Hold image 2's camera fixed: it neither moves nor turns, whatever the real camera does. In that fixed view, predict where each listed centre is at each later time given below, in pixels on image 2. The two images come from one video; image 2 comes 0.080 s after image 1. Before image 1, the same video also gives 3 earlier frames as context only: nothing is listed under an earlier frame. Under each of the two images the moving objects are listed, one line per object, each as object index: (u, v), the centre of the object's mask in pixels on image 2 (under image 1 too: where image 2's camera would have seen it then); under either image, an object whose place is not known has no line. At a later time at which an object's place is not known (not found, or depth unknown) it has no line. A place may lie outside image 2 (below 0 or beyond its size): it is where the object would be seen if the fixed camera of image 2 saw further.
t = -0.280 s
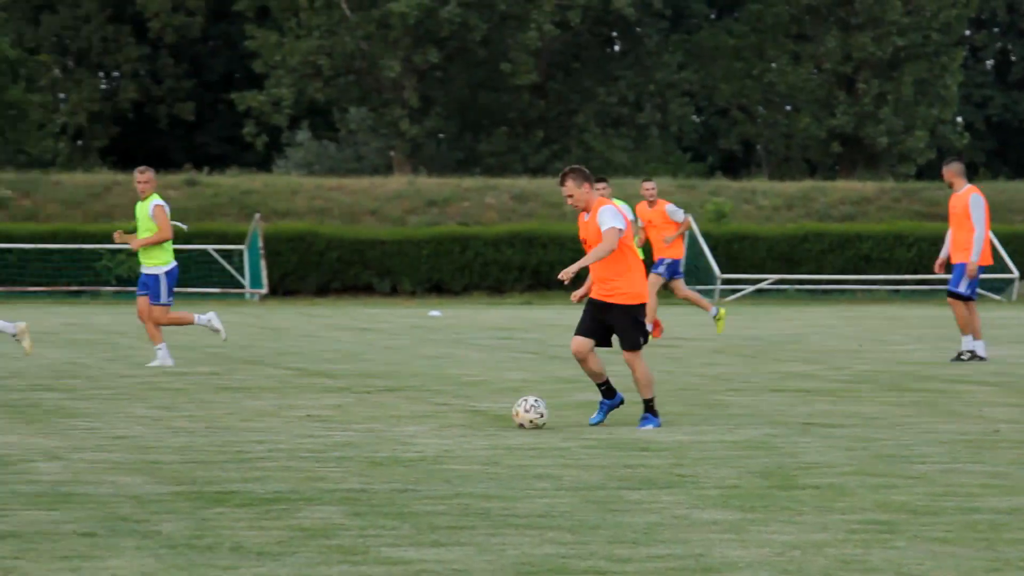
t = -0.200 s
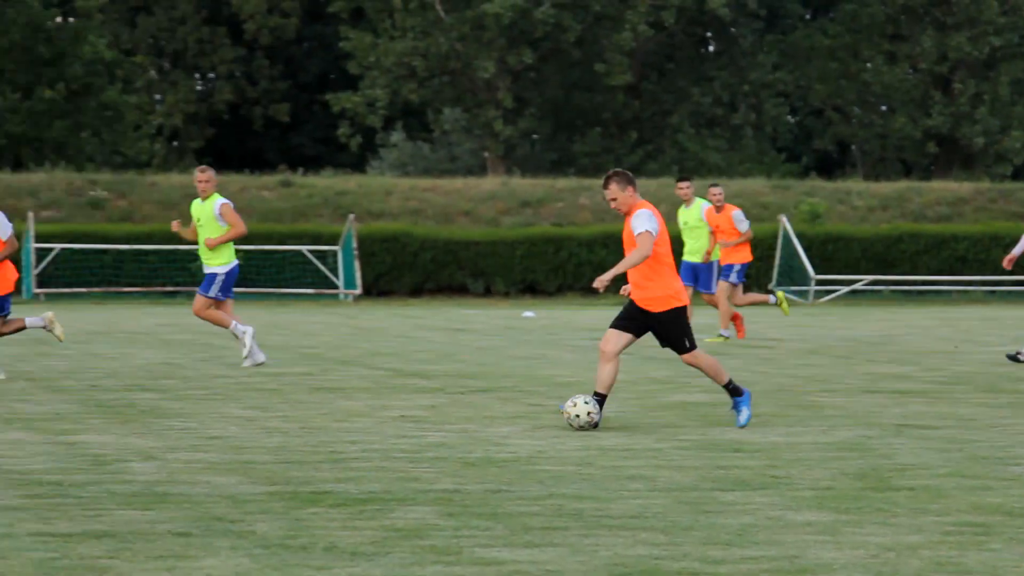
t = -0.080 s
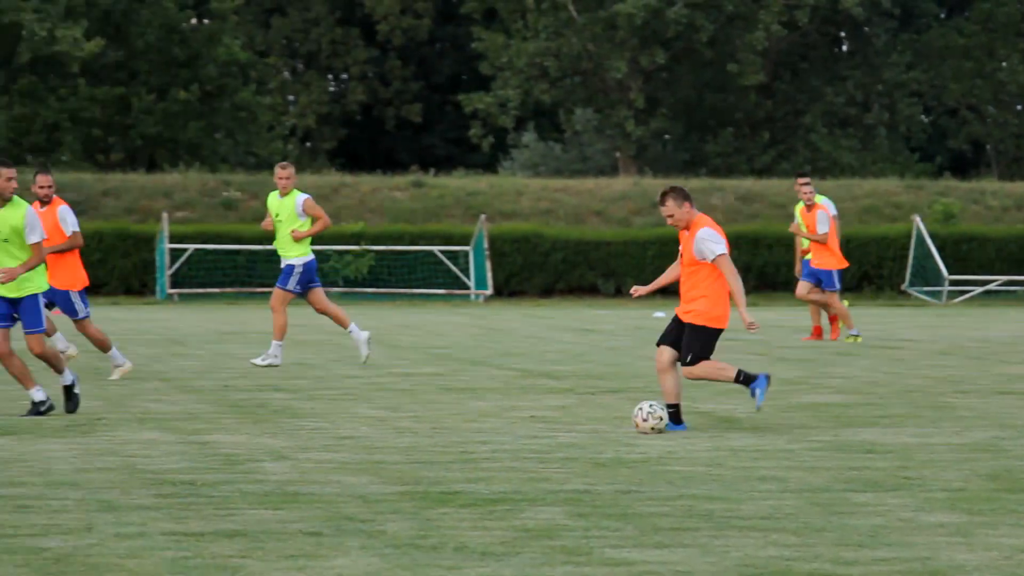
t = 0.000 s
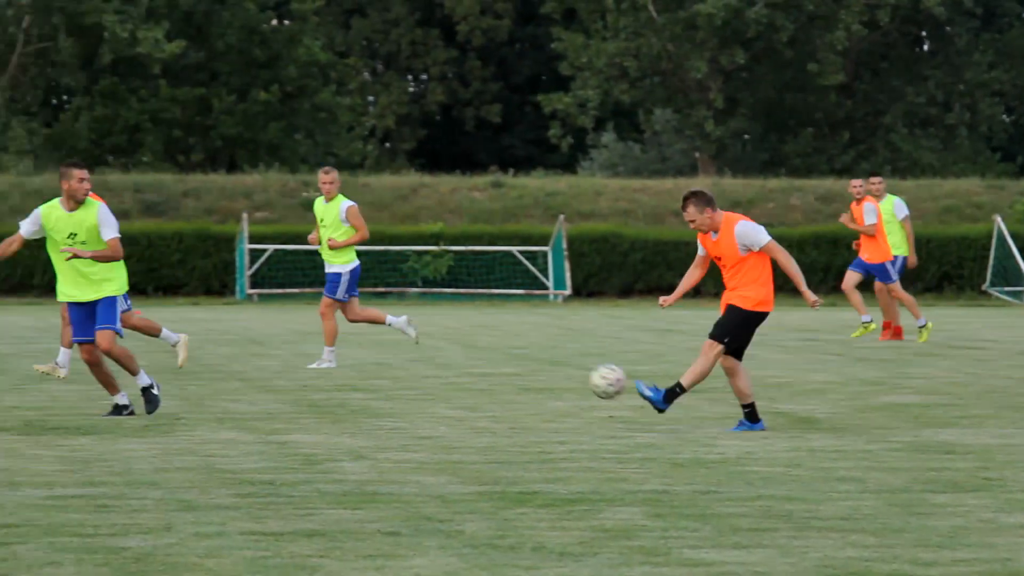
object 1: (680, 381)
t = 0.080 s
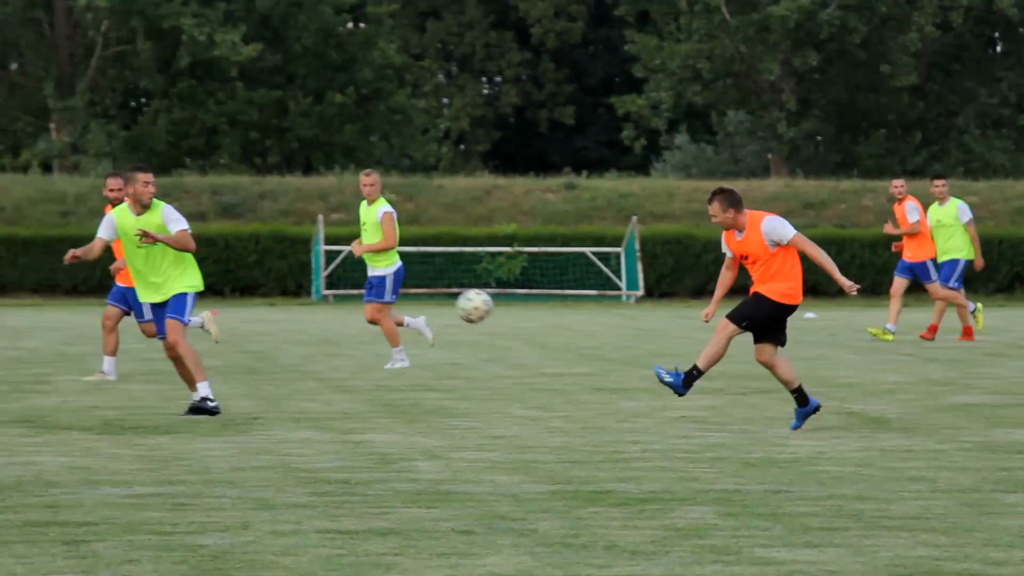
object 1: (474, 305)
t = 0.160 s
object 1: (281, 239)
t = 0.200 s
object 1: (185, 209)
